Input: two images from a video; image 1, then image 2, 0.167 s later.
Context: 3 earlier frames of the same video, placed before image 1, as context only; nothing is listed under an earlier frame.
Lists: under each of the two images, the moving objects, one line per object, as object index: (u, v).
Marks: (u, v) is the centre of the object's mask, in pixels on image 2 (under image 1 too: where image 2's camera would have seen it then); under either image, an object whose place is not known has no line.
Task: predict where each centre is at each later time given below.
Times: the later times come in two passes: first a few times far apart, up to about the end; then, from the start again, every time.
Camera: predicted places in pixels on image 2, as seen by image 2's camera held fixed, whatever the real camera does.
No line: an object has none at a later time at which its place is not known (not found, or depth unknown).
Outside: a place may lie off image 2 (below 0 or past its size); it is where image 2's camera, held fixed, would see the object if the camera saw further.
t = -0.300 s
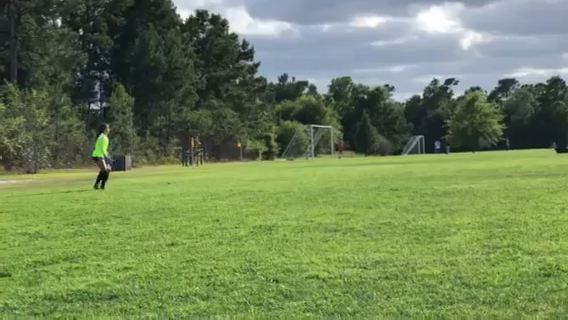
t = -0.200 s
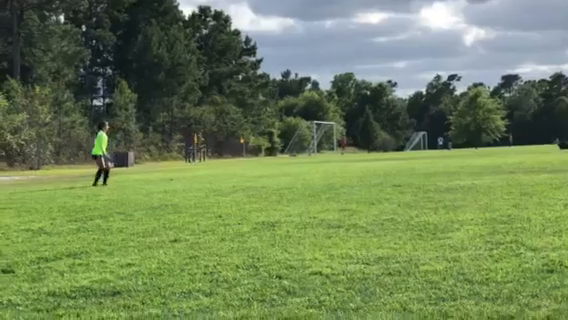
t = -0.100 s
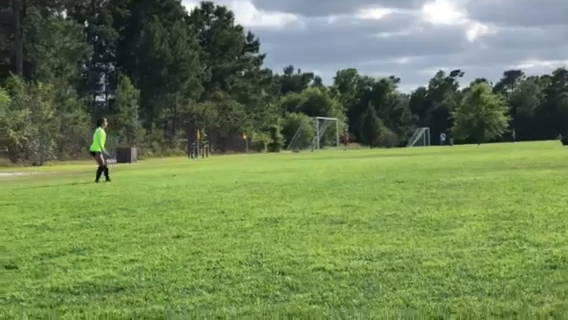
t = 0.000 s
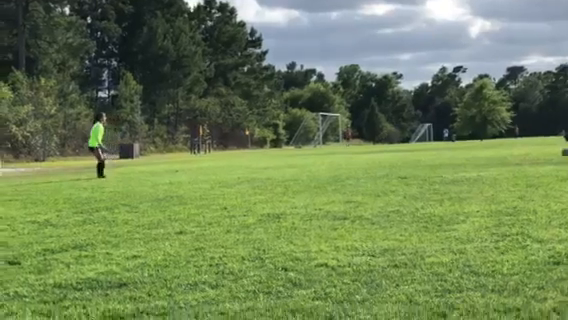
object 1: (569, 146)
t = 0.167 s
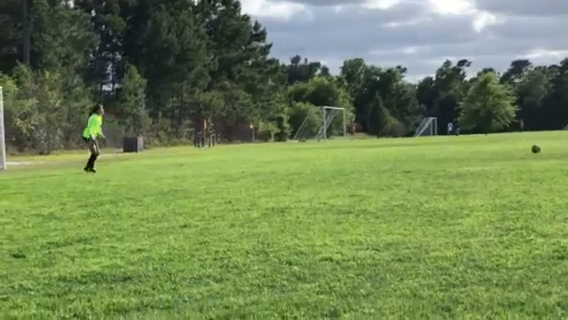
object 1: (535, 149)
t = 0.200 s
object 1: (528, 150)
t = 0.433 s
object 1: (484, 152)
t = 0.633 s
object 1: (448, 155)
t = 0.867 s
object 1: (405, 157)
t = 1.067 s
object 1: (369, 155)
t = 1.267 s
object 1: (334, 160)
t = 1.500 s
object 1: (294, 162)
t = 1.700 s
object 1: (260, 165)
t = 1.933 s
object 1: (221, 167)
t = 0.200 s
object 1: (528, 150)
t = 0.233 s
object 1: (522, 150)
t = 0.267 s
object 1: (515, 150)
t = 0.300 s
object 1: (509, 151)
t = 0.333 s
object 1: (503, 151)
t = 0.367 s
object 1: (497, 151)
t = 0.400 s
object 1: (491, 152)
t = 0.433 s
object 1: (484, 152)
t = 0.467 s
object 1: (478, 153)
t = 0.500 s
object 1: (472, 154)
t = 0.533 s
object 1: (466, 154)
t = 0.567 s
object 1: (460, 154)
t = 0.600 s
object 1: (454, 154)
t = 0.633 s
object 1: (448, 155)
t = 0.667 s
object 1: (442, 155)
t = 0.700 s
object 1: (435, 155)
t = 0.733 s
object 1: (429, 155)
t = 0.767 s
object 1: (423, 155)
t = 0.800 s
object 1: (417, 155)
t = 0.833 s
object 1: (411, 156)
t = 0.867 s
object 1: (405, 157)
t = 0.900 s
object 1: (398, 158)
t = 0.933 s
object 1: (393, 158)
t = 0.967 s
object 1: (387, 156)
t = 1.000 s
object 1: (381, 155)
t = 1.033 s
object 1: (375, 154)
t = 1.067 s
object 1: (369, 155)
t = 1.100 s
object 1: (363, 155)
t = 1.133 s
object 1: (358, 156)
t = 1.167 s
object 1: (351, 157)
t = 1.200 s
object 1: (346, 160)
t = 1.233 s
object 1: (340, 161)
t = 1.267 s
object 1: (334, 160)
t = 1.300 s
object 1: (329, 159)
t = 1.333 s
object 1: (323, 158)
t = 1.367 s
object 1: (317, 158)
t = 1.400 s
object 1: (312, 158)
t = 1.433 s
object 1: (306, 159)
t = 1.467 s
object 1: (300, 161)
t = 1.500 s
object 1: (294, 162)
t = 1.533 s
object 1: (288, 164)
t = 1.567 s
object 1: (283, 164)
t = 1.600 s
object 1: (277, 163)
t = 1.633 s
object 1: (271, 163)
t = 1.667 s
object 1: (266, 164)
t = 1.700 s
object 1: (260, 165)
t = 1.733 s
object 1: (254, 166)
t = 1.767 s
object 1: (249, 167)
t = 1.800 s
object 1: (243, 167)
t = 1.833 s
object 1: (238, 166)
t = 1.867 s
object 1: (232, 166)
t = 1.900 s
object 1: (227, 166)
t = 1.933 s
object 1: (221, 167)
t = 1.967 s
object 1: (215, 168)
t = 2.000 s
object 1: (210, 169)
